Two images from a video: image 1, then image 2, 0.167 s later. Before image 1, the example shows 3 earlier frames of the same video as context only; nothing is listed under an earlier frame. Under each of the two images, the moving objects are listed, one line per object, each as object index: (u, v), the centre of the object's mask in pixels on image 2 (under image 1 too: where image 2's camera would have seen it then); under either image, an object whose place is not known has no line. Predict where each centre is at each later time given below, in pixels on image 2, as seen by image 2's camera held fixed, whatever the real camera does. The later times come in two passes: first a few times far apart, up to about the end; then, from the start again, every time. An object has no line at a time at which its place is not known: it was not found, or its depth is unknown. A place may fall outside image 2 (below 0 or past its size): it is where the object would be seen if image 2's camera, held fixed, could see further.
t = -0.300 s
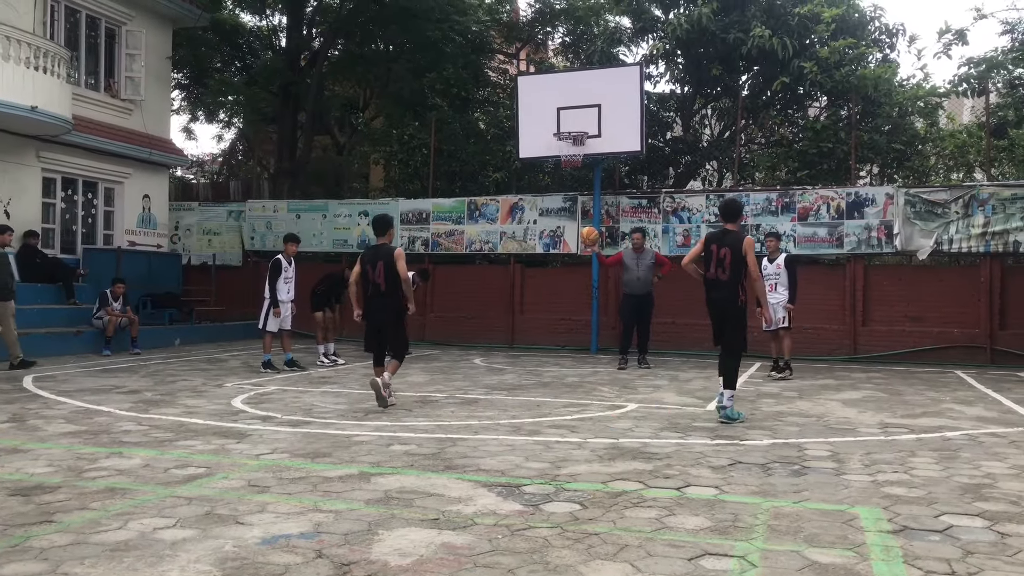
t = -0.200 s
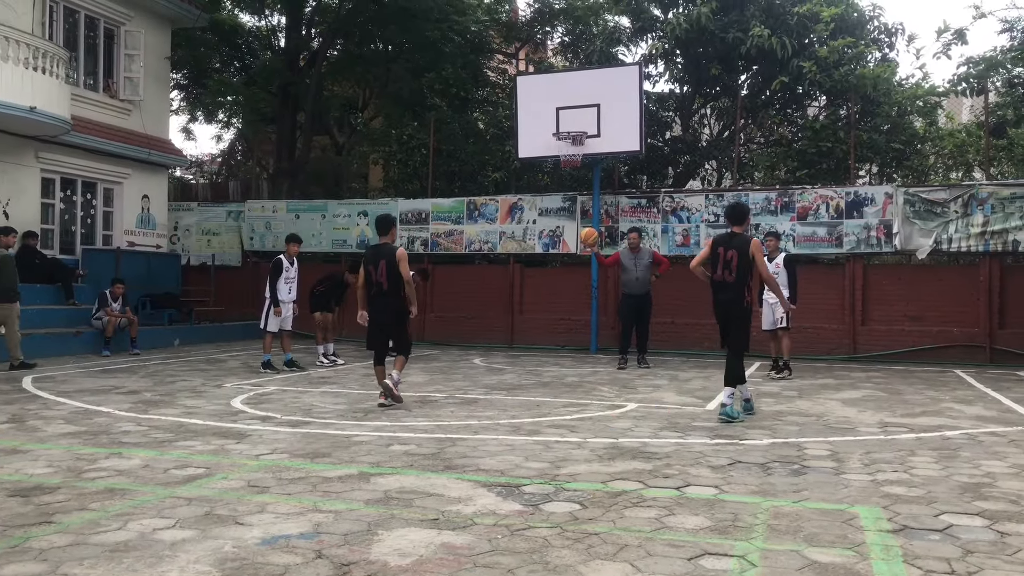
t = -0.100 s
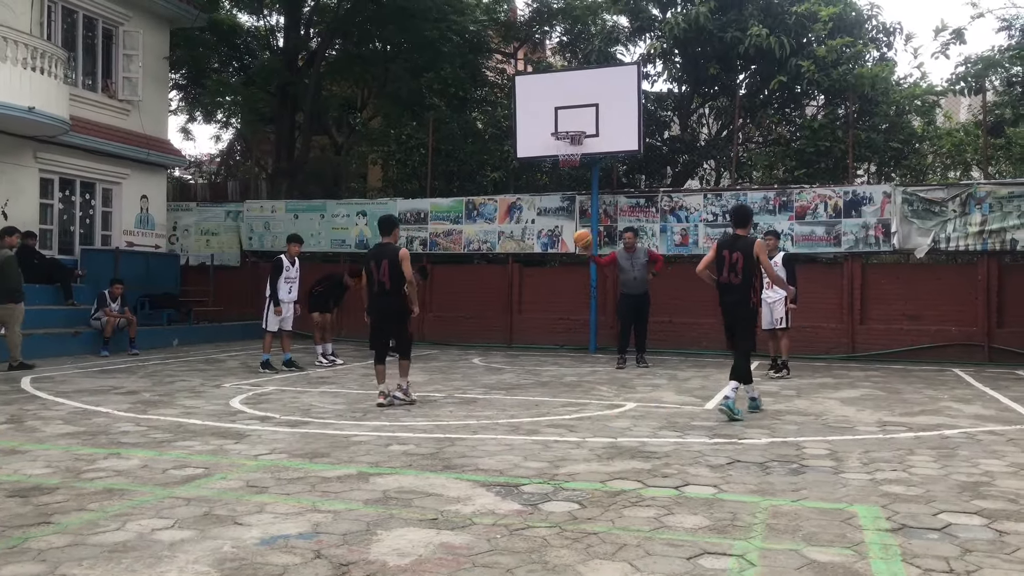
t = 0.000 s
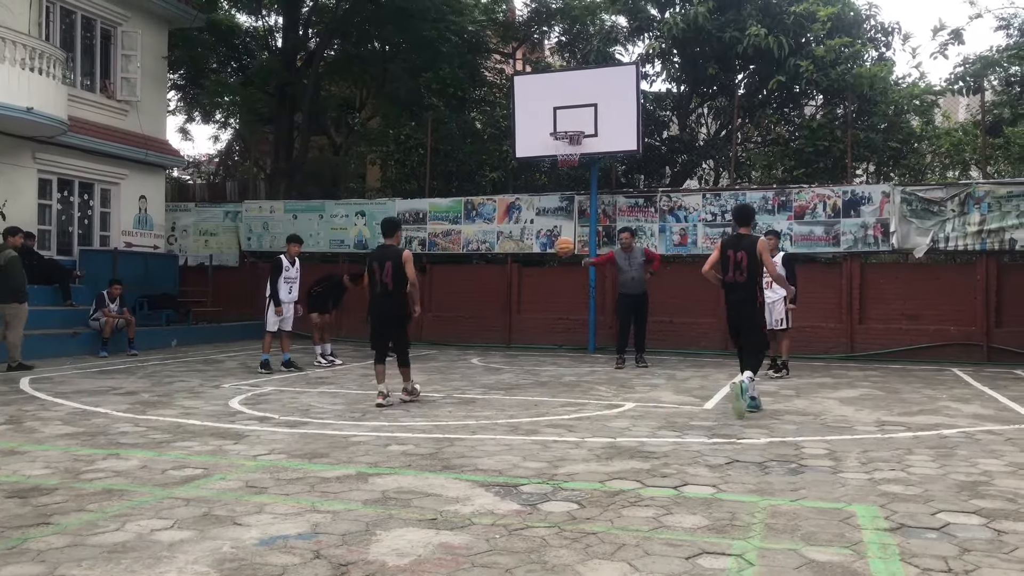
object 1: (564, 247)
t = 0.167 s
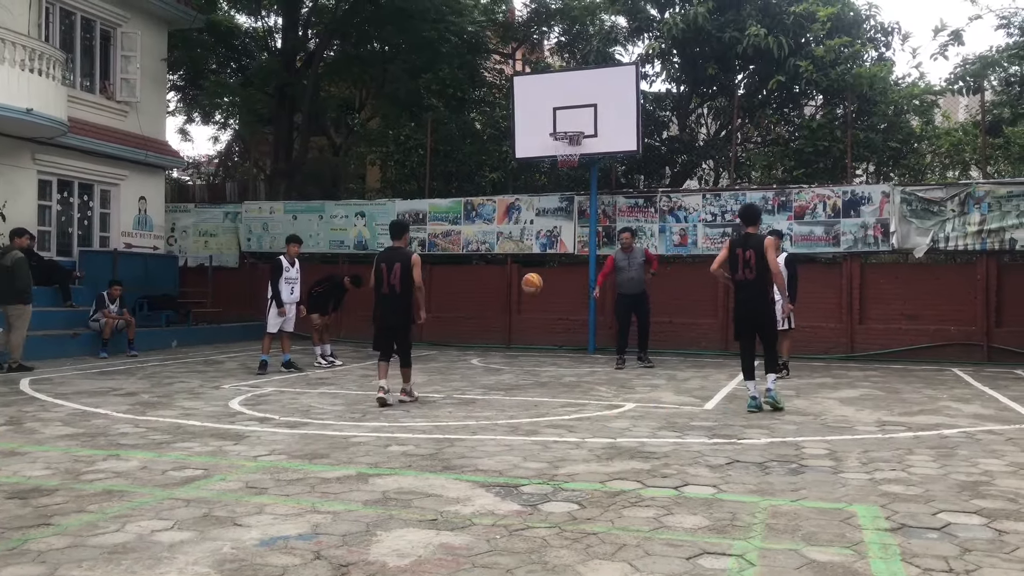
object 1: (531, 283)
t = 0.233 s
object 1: (517, 305)
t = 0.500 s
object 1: (473, 333)
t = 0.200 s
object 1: (525, 293)
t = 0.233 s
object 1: (517, 305)
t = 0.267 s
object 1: (510, 319)
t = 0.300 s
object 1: (502, 333)
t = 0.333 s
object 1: (495, 349)
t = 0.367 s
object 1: (487, 367)
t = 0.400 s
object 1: (482, 371)
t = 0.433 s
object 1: (479, 357)
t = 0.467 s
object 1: (477, 345)
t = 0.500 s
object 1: (473, 333)
